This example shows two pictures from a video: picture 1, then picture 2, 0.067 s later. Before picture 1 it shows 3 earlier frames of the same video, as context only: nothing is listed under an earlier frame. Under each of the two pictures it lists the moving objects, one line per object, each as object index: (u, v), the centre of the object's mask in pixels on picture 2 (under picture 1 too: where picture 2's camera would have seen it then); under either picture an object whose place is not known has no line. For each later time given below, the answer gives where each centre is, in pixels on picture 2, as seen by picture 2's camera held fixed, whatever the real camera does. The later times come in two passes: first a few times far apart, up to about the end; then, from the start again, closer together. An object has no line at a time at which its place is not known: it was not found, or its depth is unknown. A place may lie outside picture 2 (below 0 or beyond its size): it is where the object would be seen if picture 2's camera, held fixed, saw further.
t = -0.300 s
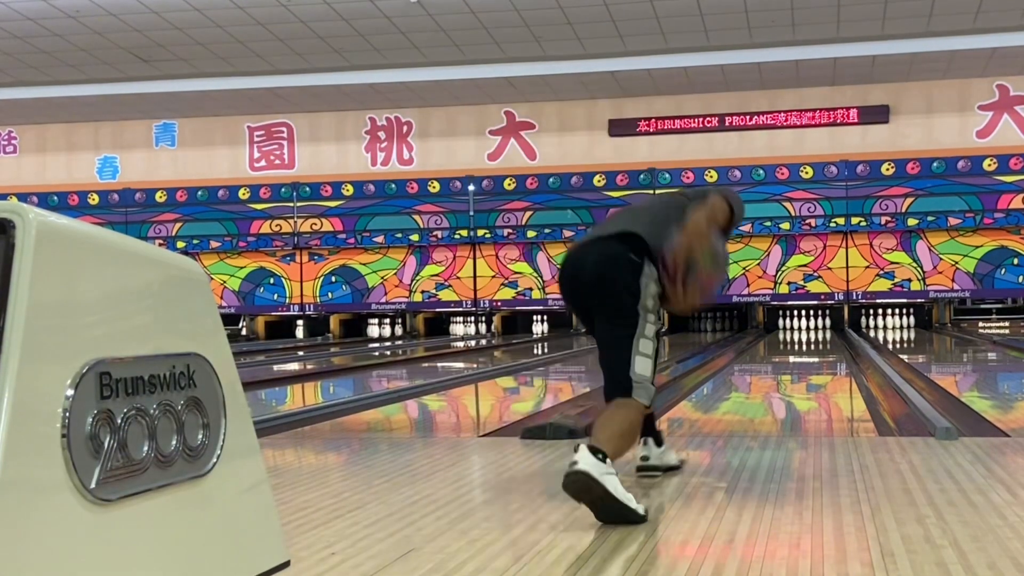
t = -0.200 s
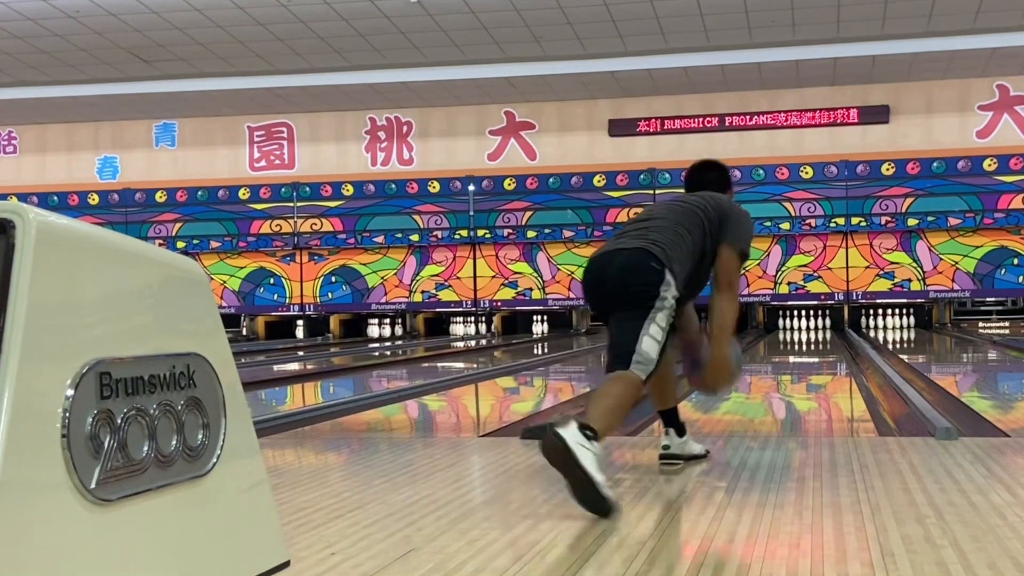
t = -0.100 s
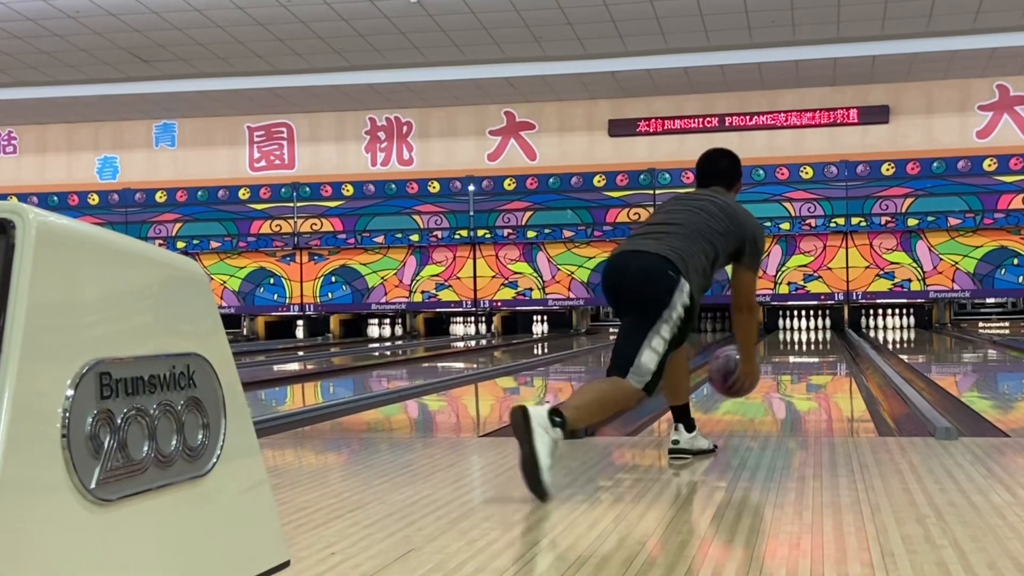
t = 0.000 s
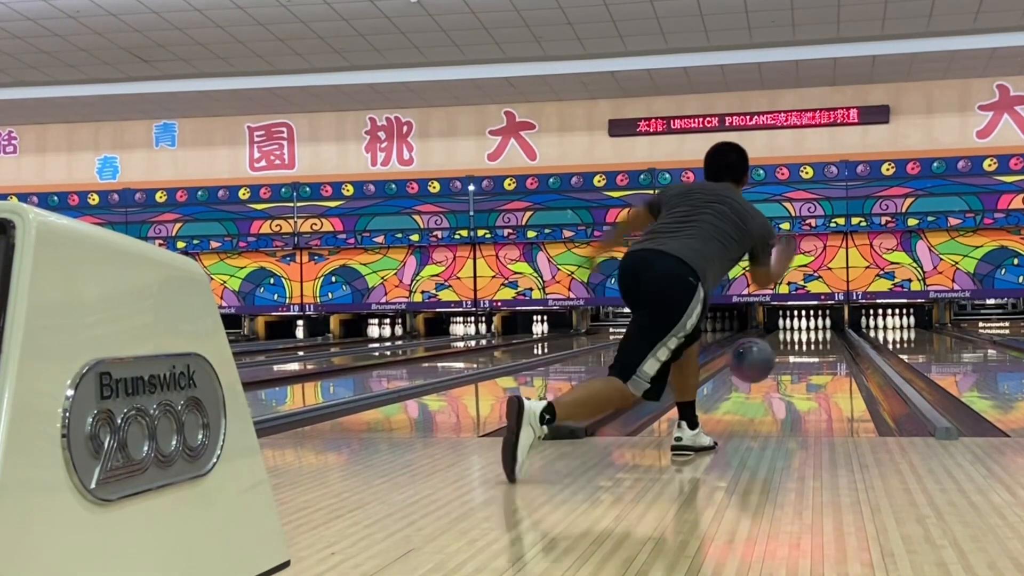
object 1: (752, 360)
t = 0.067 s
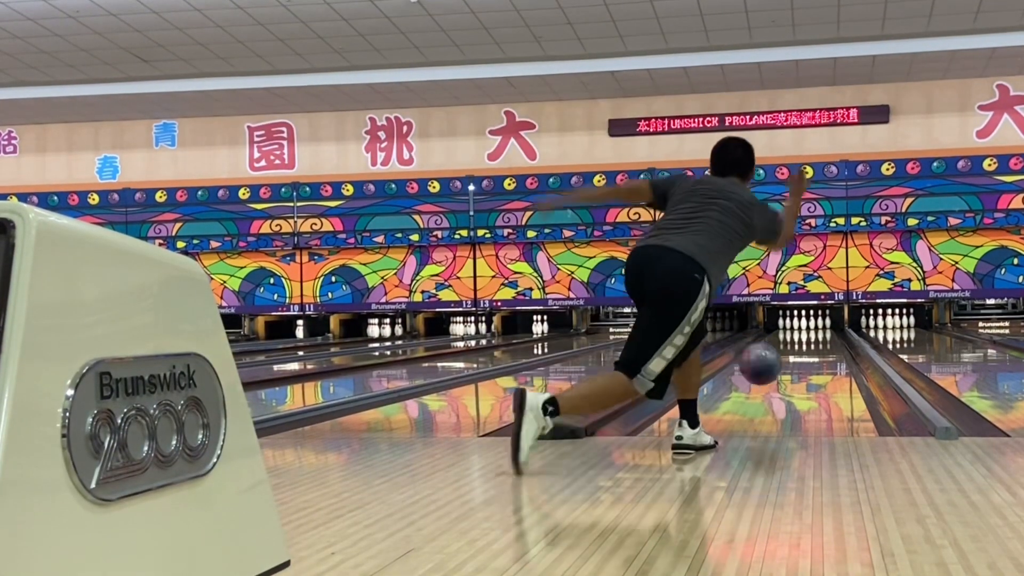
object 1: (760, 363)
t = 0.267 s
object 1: (781, 376)
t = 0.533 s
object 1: (798, 361)
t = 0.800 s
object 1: (809, 350)
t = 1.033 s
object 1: (815, 344)
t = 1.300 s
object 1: (819, 339)
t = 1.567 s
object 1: (823, 333)
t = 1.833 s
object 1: (823, 330)
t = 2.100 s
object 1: (818, 327)
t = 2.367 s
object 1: (810, 325)
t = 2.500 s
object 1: (808, 324)
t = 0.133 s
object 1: (768, 375)
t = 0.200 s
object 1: (776, 380)
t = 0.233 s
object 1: (779, 377)
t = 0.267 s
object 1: (781, 376)
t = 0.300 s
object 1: (784, 374)
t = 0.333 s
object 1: (786, 373)
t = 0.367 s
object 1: (789, 370)
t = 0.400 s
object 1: (791, 367)
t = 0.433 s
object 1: (794, 366)
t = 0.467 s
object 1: (796, 364)
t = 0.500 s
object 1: (797, 363)
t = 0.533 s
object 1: (798, 361)
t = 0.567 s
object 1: (800, 360)
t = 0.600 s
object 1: (802, 358)
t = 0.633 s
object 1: (803, 357)
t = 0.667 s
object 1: (804, 355)
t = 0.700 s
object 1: (806, 354)
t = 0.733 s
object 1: (807, 352)
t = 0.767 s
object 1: (808, 351)
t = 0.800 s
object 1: (809, 350)
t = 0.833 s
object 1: (811, 349)
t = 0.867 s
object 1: (811, 347)
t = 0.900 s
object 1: (812, 347)
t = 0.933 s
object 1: (812, 346)
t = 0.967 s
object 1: (813, 345)
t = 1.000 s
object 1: (815, 344)
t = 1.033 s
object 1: (815, 344)
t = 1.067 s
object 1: (816, 343)
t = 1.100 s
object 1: (816, 342)
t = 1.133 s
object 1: (817, 341)
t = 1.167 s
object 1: (817, 341)
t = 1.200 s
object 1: (817, 341)
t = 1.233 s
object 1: (819, 340)
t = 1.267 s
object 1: (819, 339)
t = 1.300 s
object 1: (819, 339)
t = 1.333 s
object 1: (821, 338)
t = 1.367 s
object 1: (821, 337)
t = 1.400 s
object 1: (821, 336)
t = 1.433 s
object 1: (822, 336)
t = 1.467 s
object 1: (822, 336)
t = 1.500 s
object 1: (822, 335)
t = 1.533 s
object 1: (823, 334)
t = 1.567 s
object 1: (823, 333)
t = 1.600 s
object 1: (823, 333)
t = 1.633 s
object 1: (823, 332)
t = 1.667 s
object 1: (824, 332)
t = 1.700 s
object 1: (823, 332)
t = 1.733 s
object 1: (823, 331)
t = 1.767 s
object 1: (823, 331)
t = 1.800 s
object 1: (823, 330)
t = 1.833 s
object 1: (823, 330)
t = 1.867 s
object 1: (823, 330)
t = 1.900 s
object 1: (822, 329)
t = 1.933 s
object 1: (821, 329)
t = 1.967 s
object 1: (821, 329)
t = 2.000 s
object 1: (820, 328)
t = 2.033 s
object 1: (819, 327)
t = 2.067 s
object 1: (819, 327)
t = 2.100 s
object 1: (818, 327)
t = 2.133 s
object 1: (816, 326)
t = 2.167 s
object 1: (815, 326)
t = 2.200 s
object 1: (814, 327)
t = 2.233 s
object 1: (813, 326)
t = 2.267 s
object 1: (812, 326)
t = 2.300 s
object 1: (812, 326)
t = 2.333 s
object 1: (811, 325)
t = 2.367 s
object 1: (810, 325)
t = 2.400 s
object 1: (810, 324)
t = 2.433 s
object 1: (809, 325)
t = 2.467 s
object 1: (808, 325)
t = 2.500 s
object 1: (808, 324)
